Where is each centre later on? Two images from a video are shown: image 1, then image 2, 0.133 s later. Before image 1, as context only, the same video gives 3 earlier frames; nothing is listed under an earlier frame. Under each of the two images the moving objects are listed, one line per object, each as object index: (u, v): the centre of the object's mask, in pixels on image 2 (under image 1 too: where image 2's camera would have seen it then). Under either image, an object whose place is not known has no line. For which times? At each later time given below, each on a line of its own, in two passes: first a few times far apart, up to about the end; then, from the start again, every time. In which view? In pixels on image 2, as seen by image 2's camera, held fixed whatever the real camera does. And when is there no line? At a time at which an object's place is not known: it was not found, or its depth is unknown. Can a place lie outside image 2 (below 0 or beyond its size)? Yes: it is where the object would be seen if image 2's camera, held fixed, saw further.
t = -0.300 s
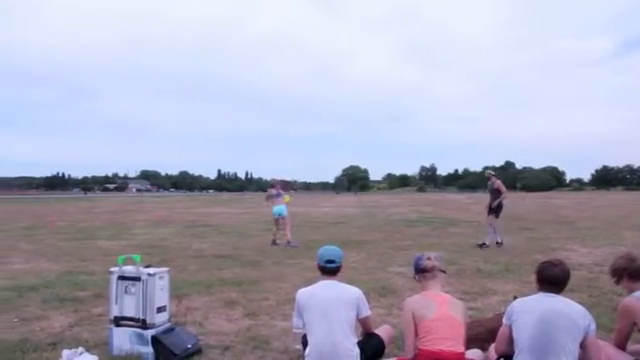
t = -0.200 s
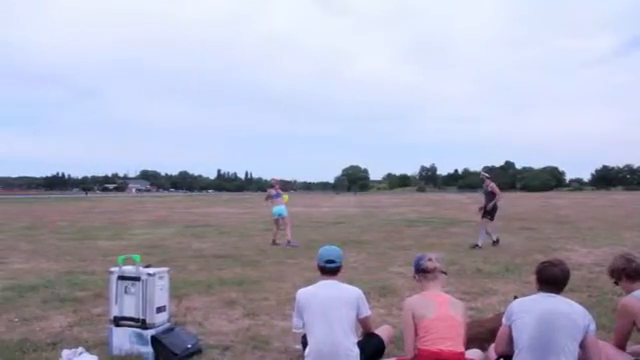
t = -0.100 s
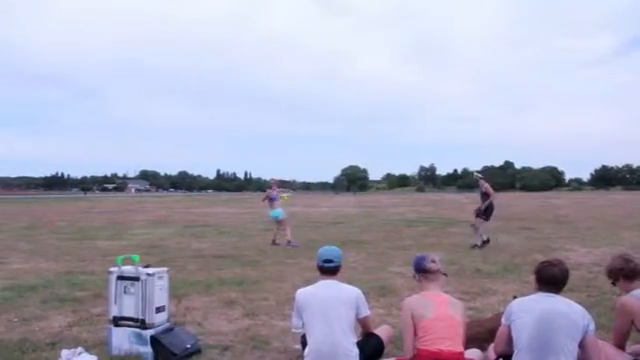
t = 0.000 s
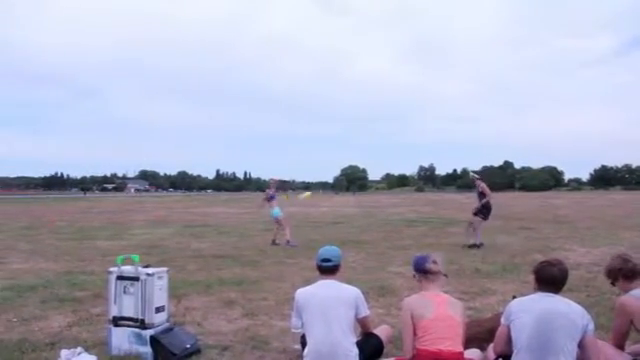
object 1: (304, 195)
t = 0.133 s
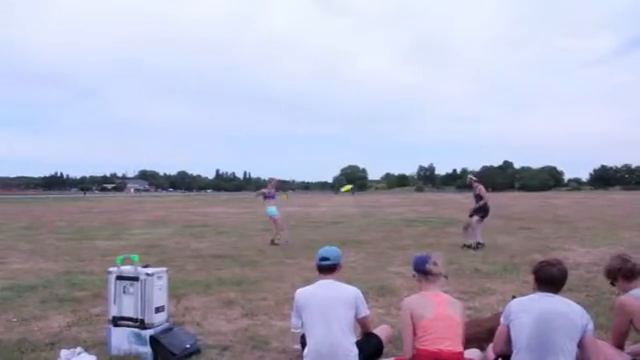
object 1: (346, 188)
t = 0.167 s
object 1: (355, 187)
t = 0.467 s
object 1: (437, 178)
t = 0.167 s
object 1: (355, 187)
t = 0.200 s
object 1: (365, 185)
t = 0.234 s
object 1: (374, 184)
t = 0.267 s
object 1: (384, 182)
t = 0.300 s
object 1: (394, 181)
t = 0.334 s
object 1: (403, 180)
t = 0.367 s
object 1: (411, 179)
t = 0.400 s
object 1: (420, 179)
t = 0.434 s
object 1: (429, 178)
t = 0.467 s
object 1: (437, 178)
